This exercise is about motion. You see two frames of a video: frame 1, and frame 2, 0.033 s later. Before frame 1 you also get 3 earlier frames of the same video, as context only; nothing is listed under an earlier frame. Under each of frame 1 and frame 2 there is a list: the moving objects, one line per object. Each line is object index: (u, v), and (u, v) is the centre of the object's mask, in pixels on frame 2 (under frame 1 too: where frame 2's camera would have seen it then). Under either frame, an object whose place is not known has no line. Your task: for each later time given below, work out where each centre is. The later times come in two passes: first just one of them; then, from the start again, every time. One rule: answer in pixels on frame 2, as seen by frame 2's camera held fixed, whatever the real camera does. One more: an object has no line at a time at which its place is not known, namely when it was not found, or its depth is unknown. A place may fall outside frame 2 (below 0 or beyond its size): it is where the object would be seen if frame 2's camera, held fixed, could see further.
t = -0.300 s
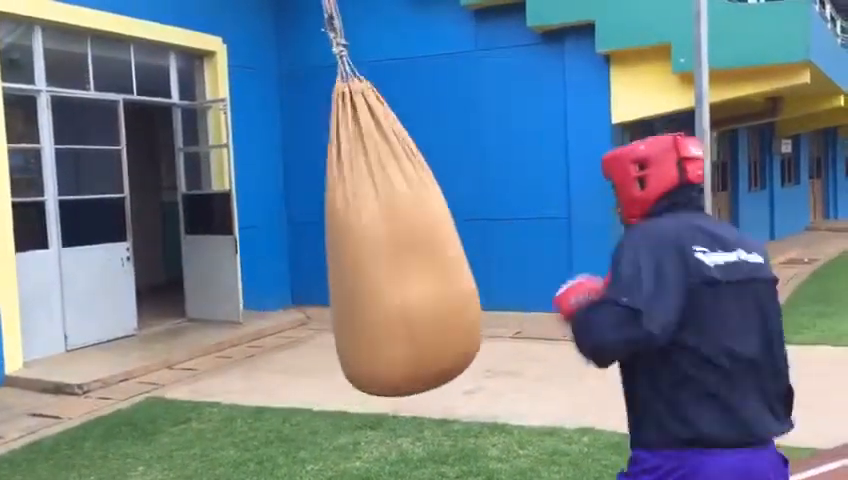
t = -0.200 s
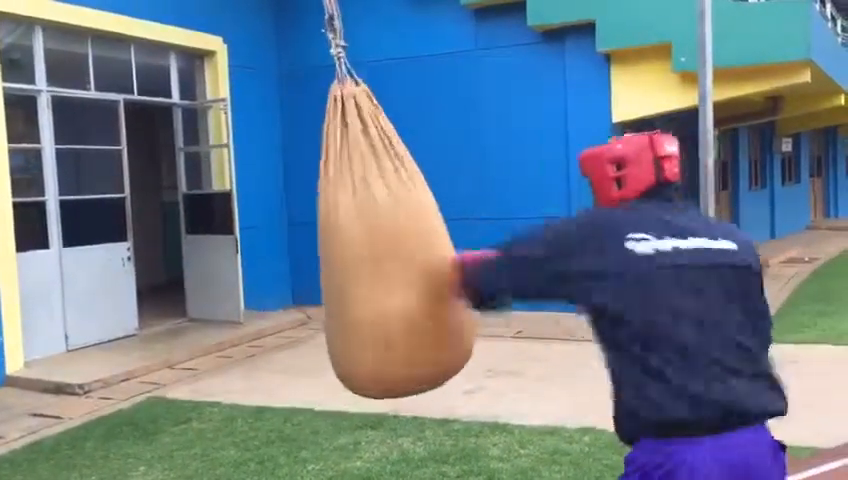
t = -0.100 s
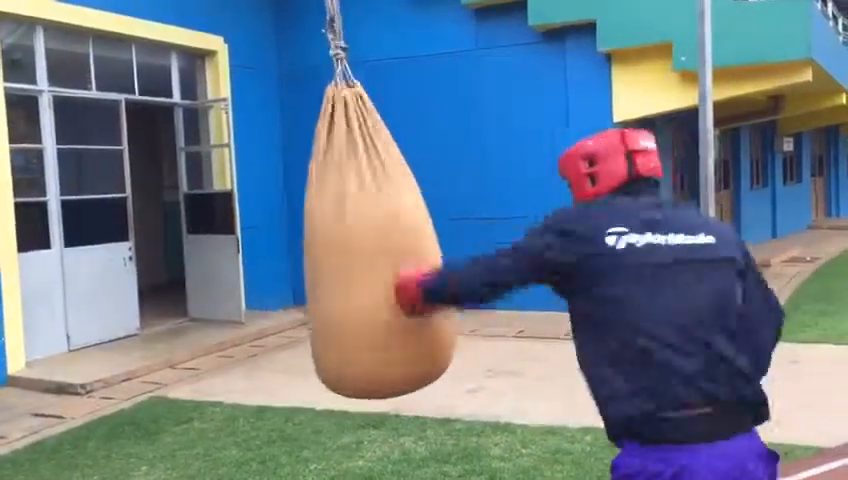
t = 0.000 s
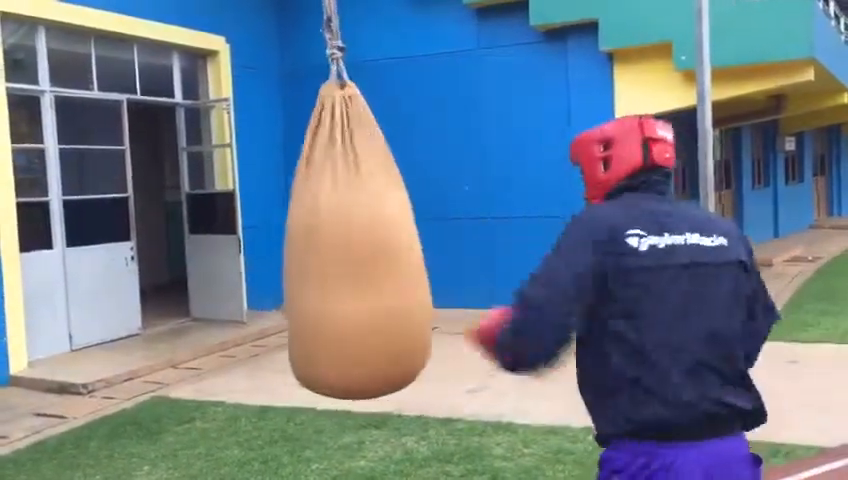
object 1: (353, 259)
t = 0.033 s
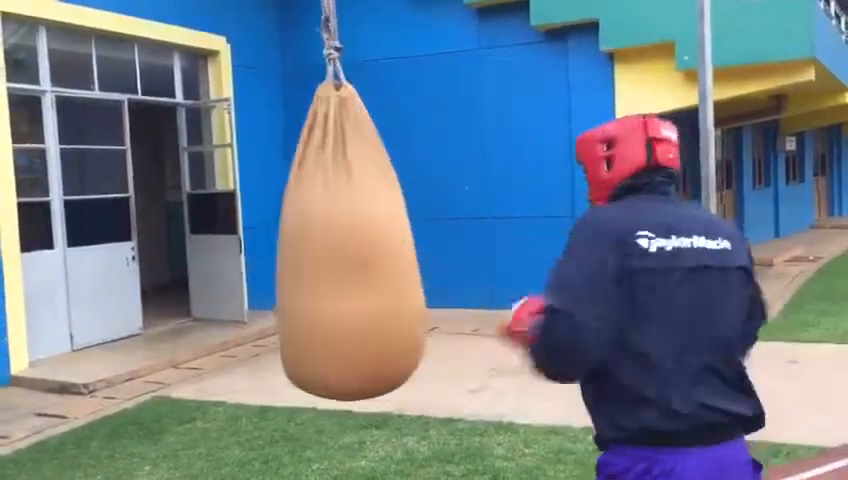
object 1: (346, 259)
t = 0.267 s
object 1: (298, 261)
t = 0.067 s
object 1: (338, 260)
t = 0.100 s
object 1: (332, 260)
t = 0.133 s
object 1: (324, 260)
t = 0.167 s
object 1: (317, 261)
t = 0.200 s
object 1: (308, 261)
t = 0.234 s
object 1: (304, 259)
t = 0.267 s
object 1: (298, 261)
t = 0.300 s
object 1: (292, 262)
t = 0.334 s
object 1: (286, 263)
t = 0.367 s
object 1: (282, 263)
